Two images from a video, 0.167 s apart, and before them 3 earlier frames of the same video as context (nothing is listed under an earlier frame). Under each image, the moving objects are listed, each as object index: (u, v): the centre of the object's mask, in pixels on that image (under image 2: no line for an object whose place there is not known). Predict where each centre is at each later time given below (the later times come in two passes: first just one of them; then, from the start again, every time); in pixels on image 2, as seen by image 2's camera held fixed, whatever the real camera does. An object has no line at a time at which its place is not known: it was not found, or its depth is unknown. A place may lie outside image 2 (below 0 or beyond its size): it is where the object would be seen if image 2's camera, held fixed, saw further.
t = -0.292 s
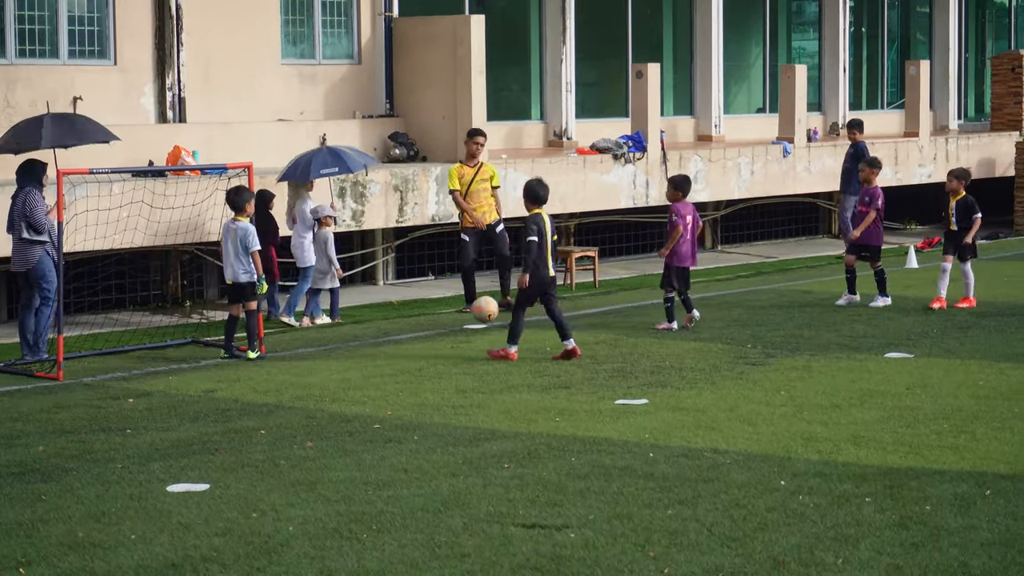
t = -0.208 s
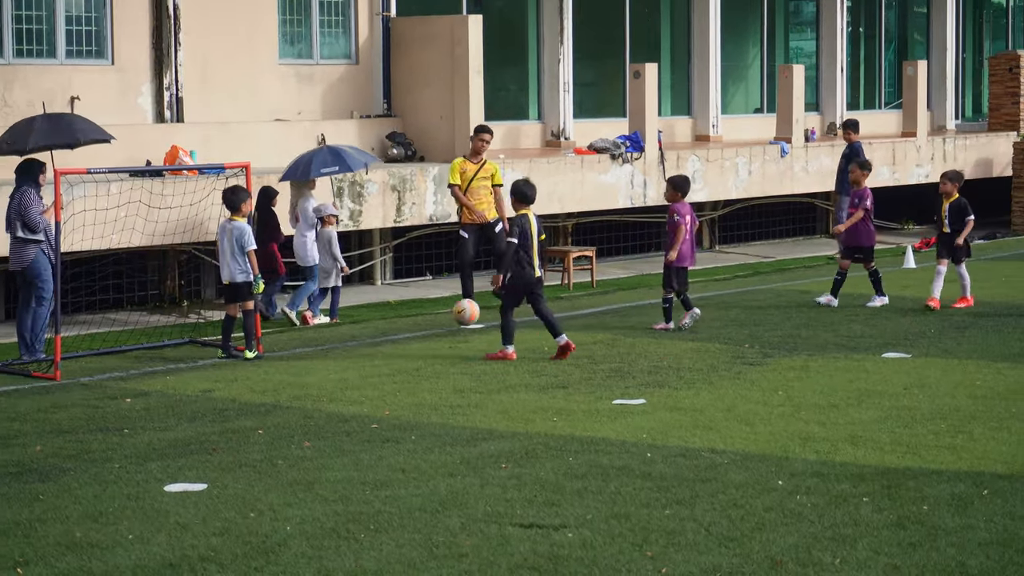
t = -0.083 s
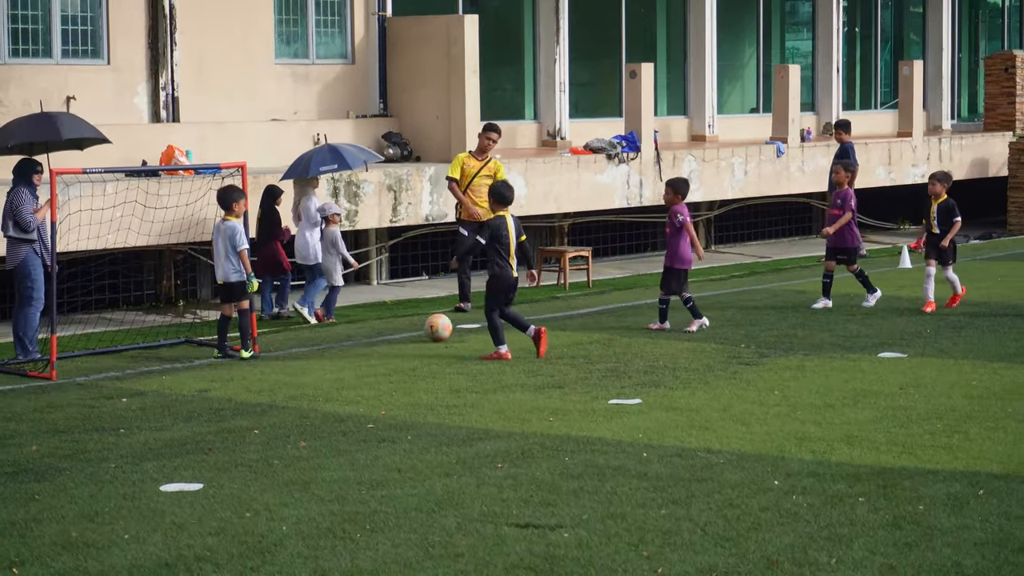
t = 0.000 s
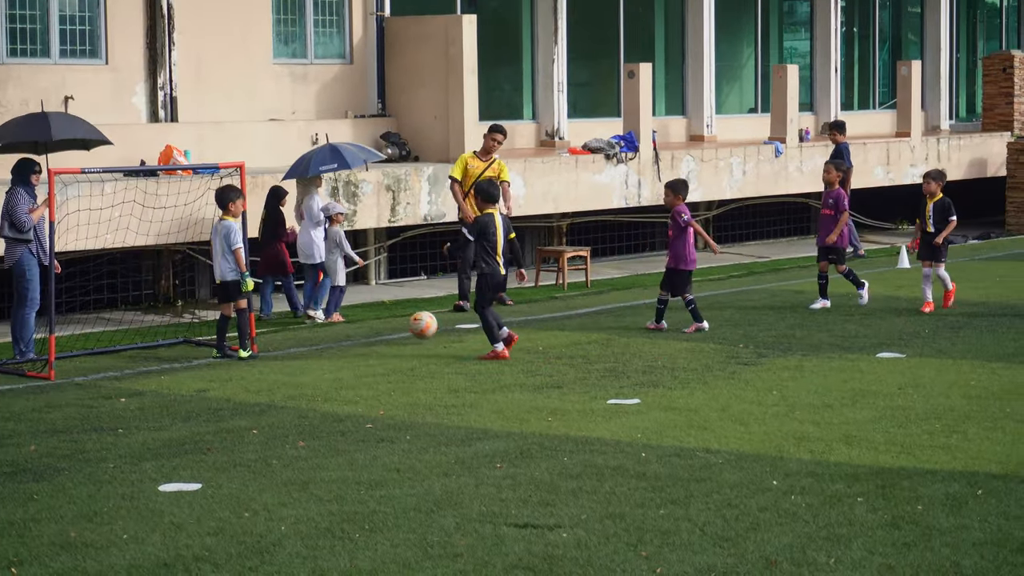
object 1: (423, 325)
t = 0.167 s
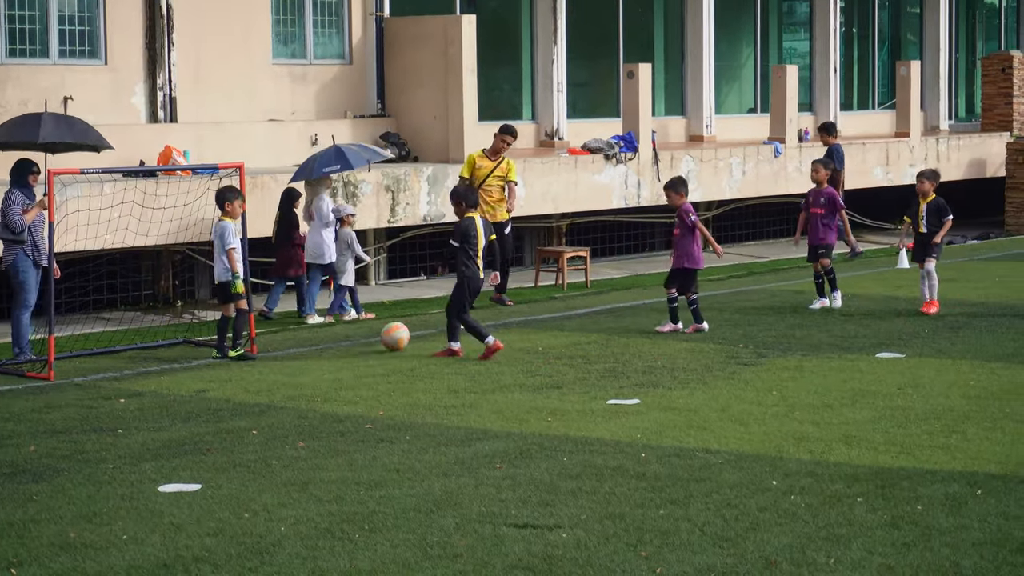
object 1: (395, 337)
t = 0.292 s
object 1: (373, 344)
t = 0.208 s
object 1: (387, 337)
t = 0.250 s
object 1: (380, 339)
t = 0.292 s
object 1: (373, 344)
